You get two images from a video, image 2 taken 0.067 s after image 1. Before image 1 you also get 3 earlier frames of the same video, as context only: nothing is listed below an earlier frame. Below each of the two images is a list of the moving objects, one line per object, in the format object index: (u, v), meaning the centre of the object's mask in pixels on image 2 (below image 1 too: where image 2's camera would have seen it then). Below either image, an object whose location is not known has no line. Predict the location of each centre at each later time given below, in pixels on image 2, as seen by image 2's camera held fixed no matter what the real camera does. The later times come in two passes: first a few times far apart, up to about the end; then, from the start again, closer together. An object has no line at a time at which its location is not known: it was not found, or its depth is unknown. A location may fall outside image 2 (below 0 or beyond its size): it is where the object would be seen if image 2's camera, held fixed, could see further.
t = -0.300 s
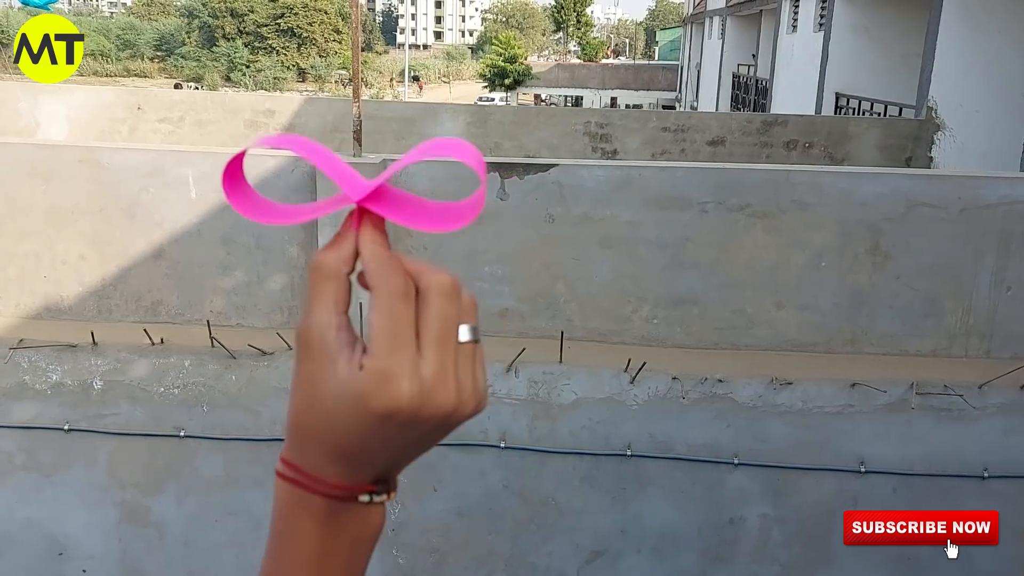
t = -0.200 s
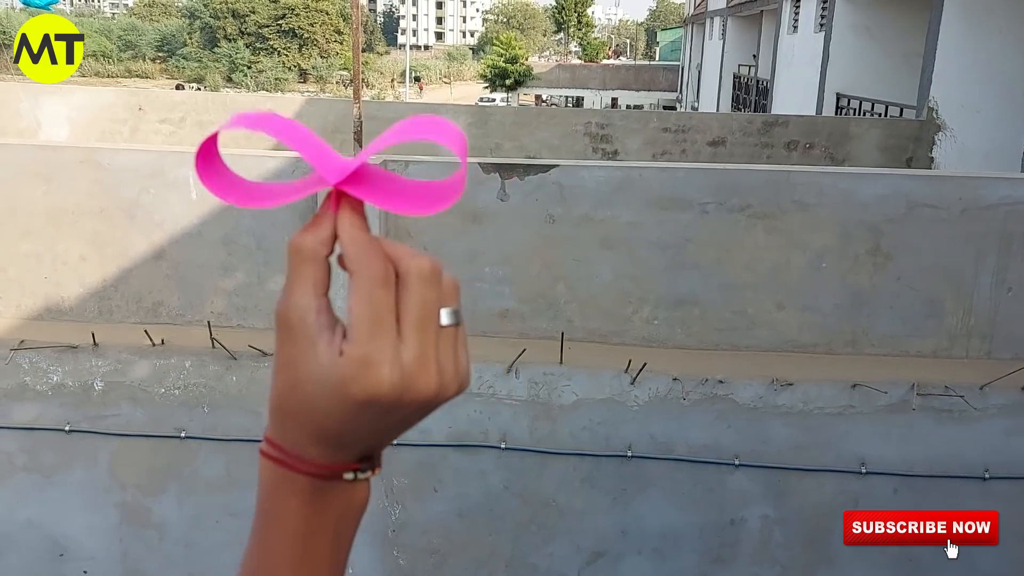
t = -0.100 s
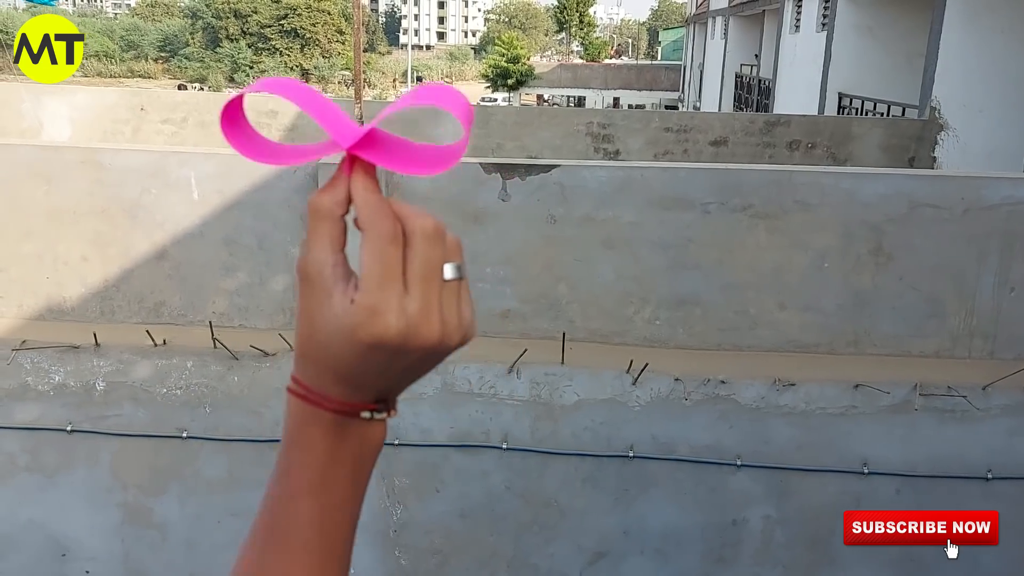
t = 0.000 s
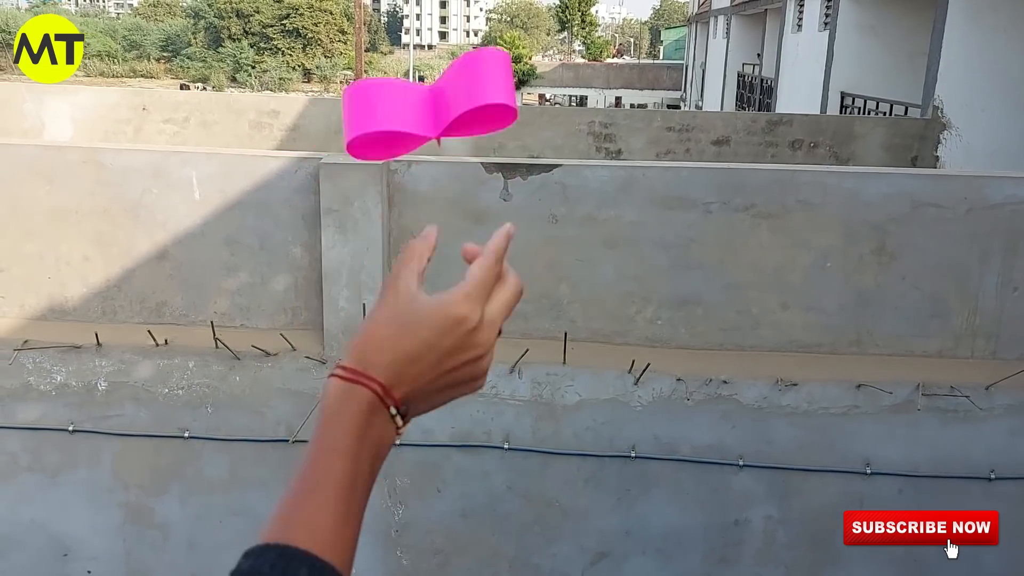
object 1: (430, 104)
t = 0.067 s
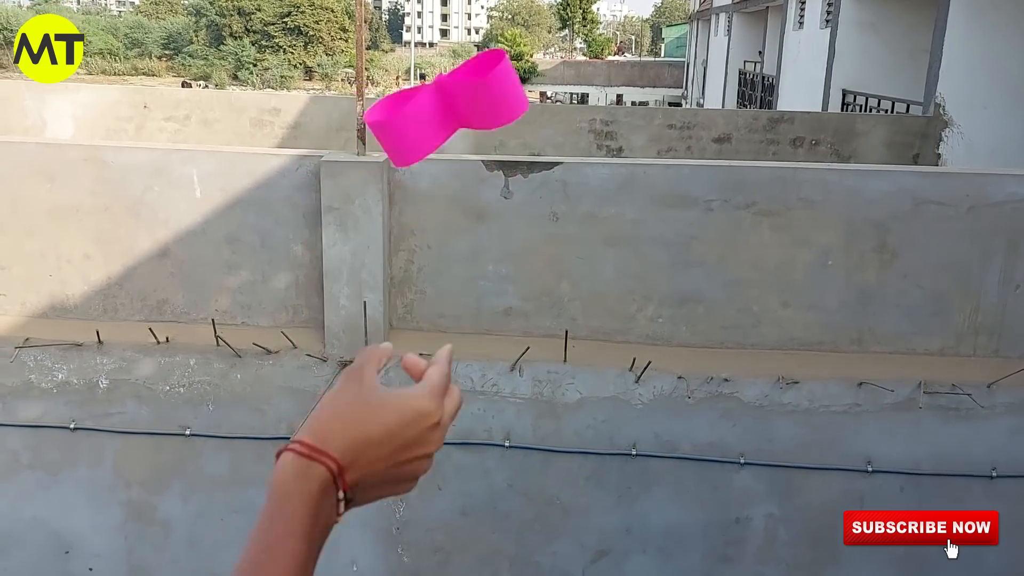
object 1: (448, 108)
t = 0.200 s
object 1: (478, 162)
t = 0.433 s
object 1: (495, 219)
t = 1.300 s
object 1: (461, 146)
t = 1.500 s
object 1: (426, 155)
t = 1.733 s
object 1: (390, 149)
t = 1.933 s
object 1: (356, 161)
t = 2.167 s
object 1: (321, 198)
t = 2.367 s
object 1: (314, 222)
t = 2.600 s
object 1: (324, 292)
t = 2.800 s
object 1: (344, 302)
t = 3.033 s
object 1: (375, 324)
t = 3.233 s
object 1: (440, 353)
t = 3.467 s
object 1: (548, 383)
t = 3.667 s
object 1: (657, 419)
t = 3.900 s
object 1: (788, 464)
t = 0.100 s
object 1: (457, 129)
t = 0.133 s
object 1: (468, 152)
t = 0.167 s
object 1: (479, 162)
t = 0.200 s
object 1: (478, 162)
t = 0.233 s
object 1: (474, 172)
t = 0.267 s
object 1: (472, 184)
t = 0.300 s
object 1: (472, 188)
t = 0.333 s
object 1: (471, 198)
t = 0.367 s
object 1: (478, 210)
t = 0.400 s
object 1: (488, 213)
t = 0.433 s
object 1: (495, 219)
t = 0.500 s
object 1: (515, 225)
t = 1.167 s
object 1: (479, 119)
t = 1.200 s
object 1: (474, 123)
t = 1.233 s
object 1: (471, 131)
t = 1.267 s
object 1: (467, 138)
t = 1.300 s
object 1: (461, 146)
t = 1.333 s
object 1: (454, 150)
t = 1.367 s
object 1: (449, 155)
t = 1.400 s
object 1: (443, 157)
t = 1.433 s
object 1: (435, 158)
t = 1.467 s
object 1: (430, 156)
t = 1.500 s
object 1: (426, 155)
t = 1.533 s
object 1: (422, 155)
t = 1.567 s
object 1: (416, 152)
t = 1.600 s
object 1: (411, 151)
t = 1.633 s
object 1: (407, 149)
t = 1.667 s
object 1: (402, 151)
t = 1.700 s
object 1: (395, 150)
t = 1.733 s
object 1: (390, 149)
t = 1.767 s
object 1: (383, 149)
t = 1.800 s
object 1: (376, 150)
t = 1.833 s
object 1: (369, 150)
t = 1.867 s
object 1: (365, 152)
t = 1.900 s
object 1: (361, 155)
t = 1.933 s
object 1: (356, 161)
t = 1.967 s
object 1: (349, 165)
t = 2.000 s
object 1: (345, 171)
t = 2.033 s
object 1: (340, 178)
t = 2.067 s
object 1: (334, 187)
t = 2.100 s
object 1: (328, 191)
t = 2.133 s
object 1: (325, 196)
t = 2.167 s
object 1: (321, 198)
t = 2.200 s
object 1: (317, 201)
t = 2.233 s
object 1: (315, 202)
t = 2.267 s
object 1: (315, 205)
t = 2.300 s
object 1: (315, 209)
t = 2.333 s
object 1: (314, 215)
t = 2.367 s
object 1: (314, 222)
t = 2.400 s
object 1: (316, 231)
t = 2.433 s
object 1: (317, 242)
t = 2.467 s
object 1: (317, 255)
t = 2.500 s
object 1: (318, 265)
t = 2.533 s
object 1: (321, 275)
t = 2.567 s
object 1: (323, 283)
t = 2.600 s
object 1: (324, 292)
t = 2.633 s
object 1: (326, 294)
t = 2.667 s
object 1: (329, 297)
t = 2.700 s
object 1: (334, 299)
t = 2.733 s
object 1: (336, 300)
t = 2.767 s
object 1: (340, 301)
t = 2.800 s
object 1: (344, 302)
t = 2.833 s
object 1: (347, 305)
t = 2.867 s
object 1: (350, 307)
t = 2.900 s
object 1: (354, 310)
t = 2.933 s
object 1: (358, 313)
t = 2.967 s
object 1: (363, 317)
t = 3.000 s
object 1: (368, 320)
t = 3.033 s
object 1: (375, 324)
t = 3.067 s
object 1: (384, 329)
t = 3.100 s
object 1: (393, 335)
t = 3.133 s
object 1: (403, 339)
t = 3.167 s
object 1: (414, 344)
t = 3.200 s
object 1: (427, 348)
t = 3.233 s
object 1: (440, 353)
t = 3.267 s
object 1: (453, 355)
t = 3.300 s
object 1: (468, 360)
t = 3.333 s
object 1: (483, 364)
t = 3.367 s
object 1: (498, 369)
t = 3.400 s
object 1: (514, 372)
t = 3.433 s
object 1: (531, 378)
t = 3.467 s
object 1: (548, 383)
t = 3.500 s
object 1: (566, 390)
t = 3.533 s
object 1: (584, 395)
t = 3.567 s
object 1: (603, 401)
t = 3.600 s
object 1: (621, 407)
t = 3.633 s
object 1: (644, 412)
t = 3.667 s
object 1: (657, 419)
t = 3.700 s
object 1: (674, 425)
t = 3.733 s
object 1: (693, 431)
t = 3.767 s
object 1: (711, 438)
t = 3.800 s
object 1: (731, 444)
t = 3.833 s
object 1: (749, 451)
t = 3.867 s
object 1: (768, 457)
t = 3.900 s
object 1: (788, 464)
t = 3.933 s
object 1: (809, 469)
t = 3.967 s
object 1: (829, 475)
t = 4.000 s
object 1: (849, 480)
